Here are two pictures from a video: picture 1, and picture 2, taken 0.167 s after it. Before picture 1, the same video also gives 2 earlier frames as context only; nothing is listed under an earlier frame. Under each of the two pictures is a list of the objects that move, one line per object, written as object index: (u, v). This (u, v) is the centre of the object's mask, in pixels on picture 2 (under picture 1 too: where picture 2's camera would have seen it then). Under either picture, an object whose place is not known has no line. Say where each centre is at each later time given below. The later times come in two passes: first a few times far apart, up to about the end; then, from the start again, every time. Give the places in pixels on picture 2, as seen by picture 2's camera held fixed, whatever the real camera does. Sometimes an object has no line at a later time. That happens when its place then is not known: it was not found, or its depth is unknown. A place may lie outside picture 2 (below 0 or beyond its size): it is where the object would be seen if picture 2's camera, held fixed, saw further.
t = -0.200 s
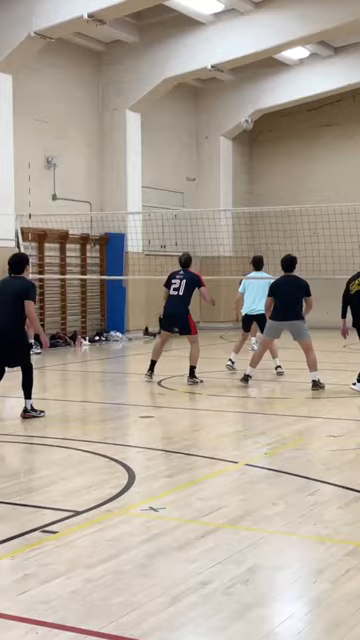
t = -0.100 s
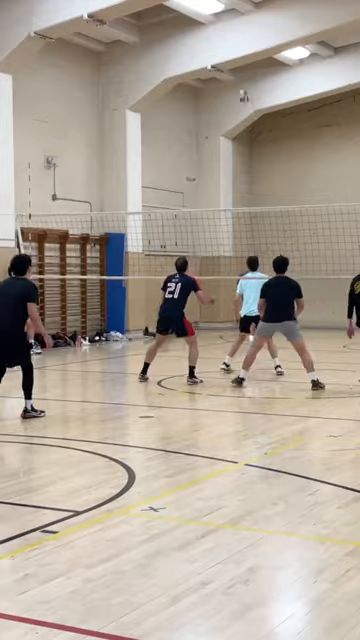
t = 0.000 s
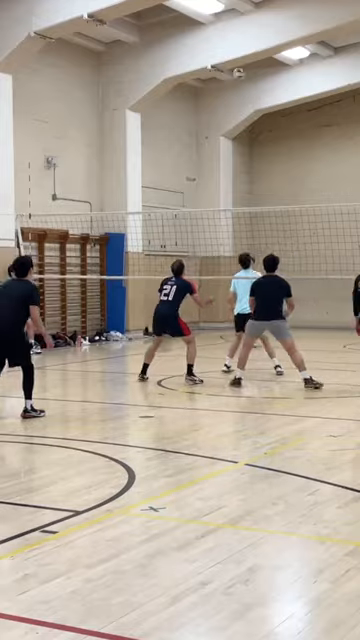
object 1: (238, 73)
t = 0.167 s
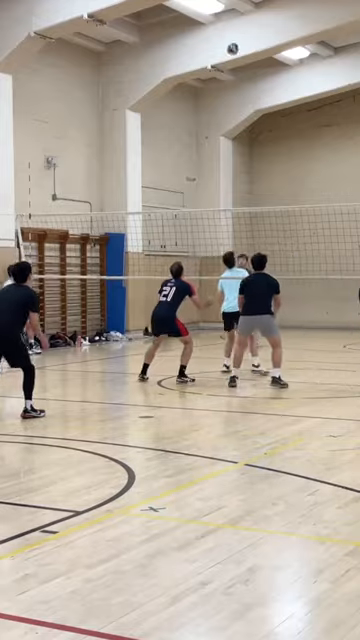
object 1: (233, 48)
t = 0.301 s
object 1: (227, 39)
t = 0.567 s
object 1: (215, 52)
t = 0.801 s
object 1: (204, 99)
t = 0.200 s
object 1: (231, 45)
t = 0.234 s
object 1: (230, 43)
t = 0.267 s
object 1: (228, 41)
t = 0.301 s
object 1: (227, 39)
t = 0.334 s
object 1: (225, 38)
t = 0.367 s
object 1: (224, 38)
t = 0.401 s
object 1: (222, 39)
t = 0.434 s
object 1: (221, 40)
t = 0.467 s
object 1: (219, 42)
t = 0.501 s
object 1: (218, 44)
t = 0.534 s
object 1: (216, 47)
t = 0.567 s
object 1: (215, 52)
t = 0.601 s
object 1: (214, 56)
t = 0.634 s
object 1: (212, 62)
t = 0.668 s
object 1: (211, 68)
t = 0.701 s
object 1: (209, 74)
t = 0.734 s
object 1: (207, 82)
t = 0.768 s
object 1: (206, 90)
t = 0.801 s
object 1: (204, 99)
